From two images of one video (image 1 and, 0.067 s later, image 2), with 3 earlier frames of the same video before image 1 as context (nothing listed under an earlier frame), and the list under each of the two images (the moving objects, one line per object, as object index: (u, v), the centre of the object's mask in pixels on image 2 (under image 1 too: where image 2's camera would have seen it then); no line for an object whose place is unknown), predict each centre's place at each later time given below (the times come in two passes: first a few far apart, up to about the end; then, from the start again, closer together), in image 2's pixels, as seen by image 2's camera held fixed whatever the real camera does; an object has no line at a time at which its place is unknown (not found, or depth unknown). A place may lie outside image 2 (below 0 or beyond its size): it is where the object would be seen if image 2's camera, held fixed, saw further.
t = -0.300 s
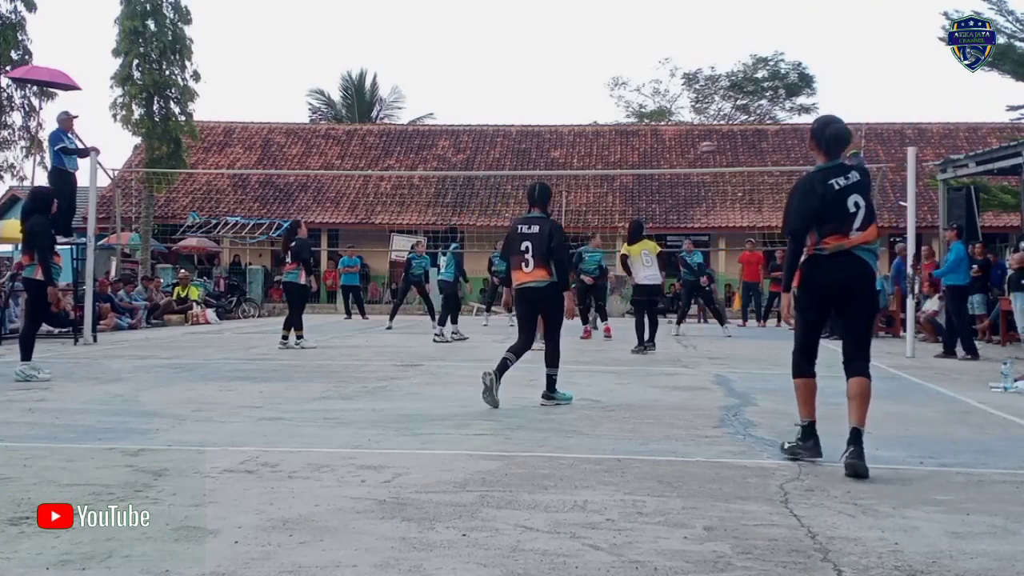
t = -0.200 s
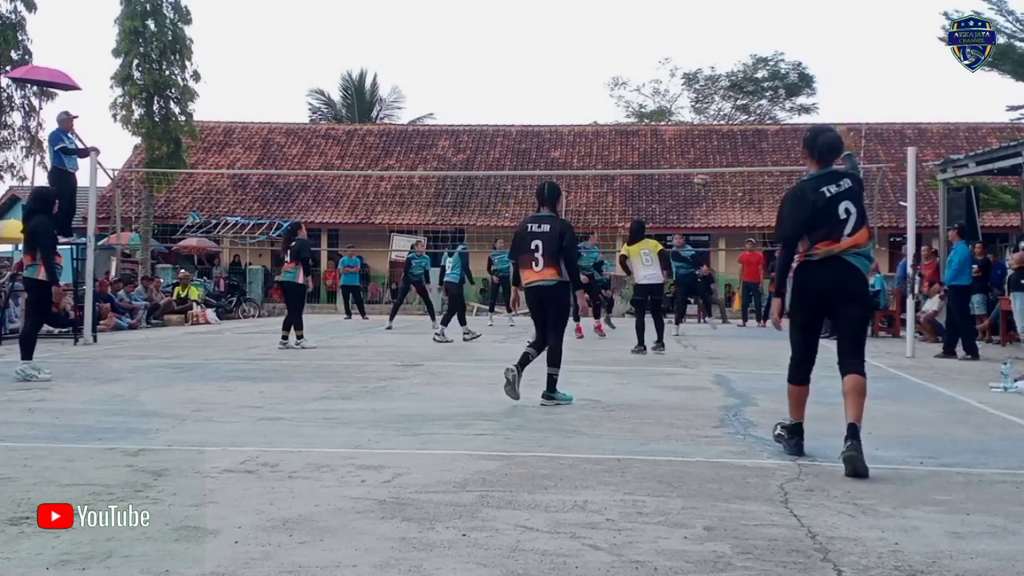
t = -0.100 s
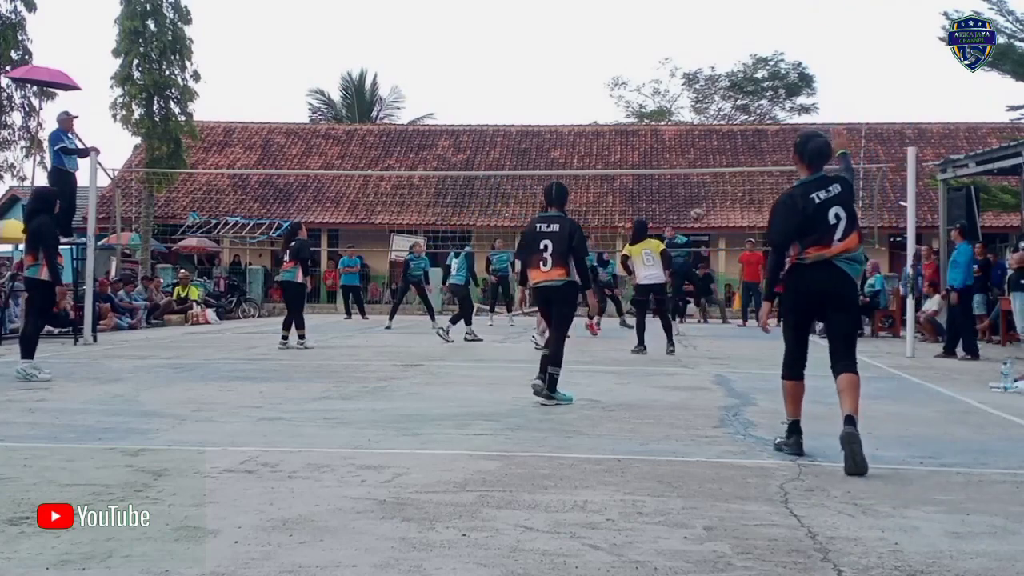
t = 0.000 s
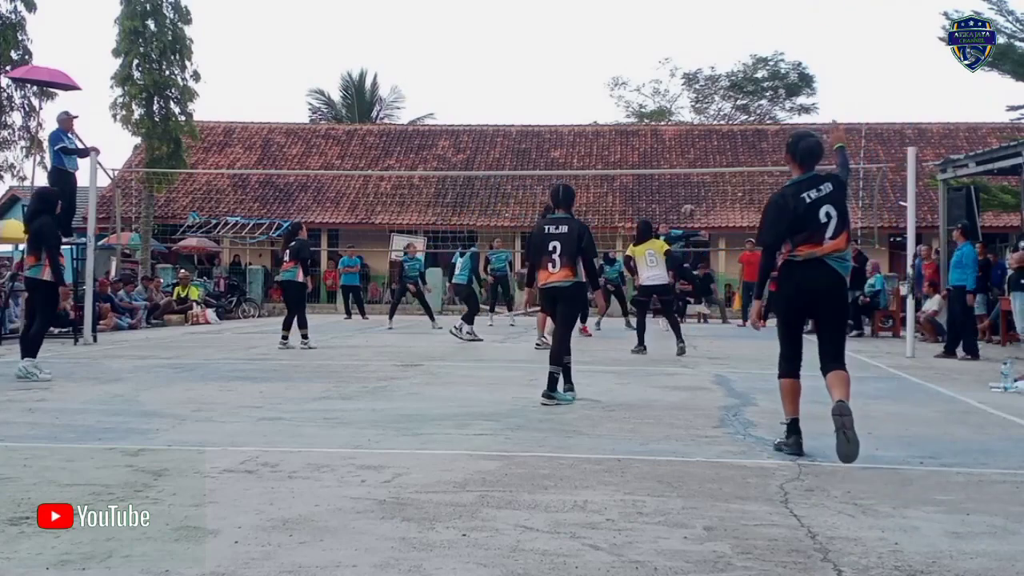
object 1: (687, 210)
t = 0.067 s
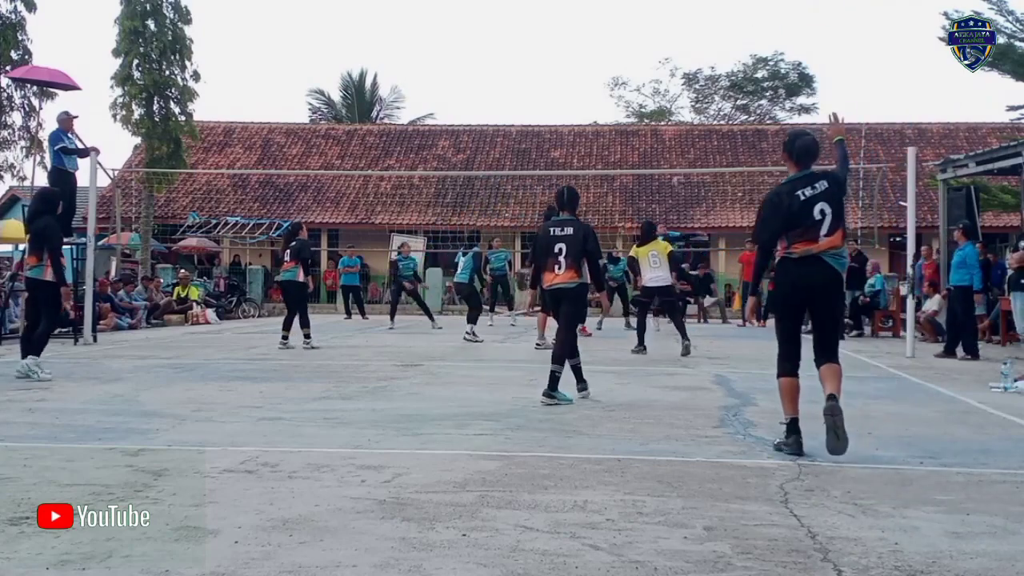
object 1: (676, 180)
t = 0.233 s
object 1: (653, 123)
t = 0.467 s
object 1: (618, 66)
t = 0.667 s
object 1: (585, 45)
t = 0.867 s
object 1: (551, 51)
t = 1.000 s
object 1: (527, 72)
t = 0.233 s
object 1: (653, 123)
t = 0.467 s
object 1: (618, 66)
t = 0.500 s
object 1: (612, 61)
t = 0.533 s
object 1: (607, 56)
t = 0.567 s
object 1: (601, 52)
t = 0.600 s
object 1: (596, 49)
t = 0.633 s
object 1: (591, 47)
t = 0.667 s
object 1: (585, 45)
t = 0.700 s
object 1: (579, 44)
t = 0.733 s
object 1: (574, 44)
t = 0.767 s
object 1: (568, 45)
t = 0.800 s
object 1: (562, 46)
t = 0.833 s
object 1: (556, 48)
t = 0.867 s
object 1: (551, 51)
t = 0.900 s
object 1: (545, 55)
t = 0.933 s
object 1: (539, 60)
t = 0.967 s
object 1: (533, 65)
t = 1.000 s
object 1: (527, 72)
